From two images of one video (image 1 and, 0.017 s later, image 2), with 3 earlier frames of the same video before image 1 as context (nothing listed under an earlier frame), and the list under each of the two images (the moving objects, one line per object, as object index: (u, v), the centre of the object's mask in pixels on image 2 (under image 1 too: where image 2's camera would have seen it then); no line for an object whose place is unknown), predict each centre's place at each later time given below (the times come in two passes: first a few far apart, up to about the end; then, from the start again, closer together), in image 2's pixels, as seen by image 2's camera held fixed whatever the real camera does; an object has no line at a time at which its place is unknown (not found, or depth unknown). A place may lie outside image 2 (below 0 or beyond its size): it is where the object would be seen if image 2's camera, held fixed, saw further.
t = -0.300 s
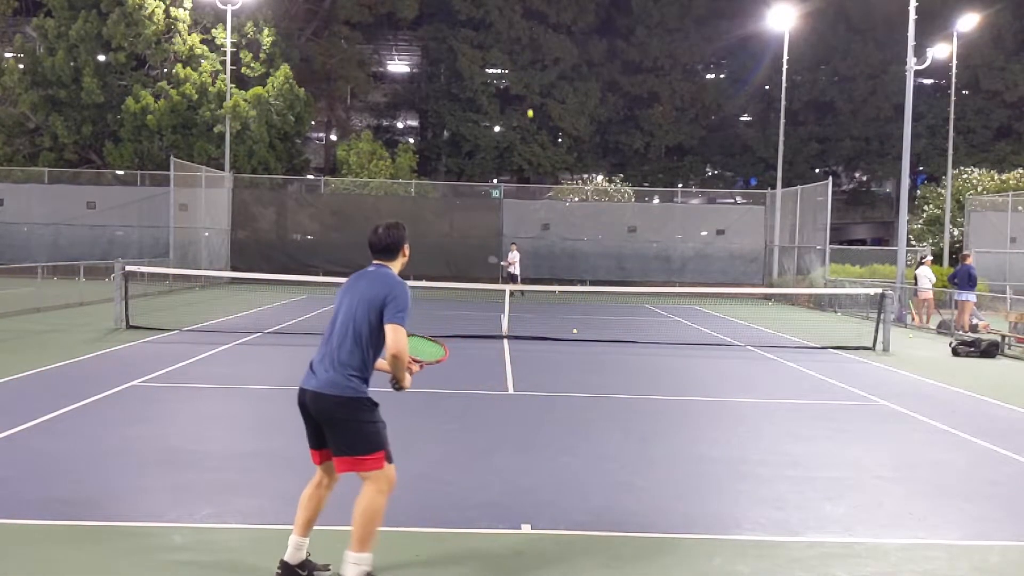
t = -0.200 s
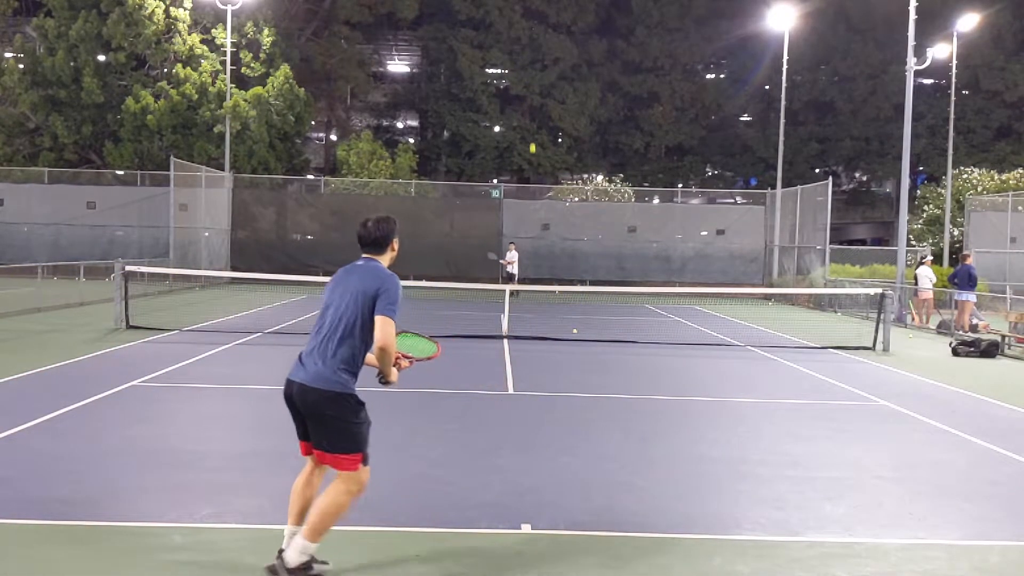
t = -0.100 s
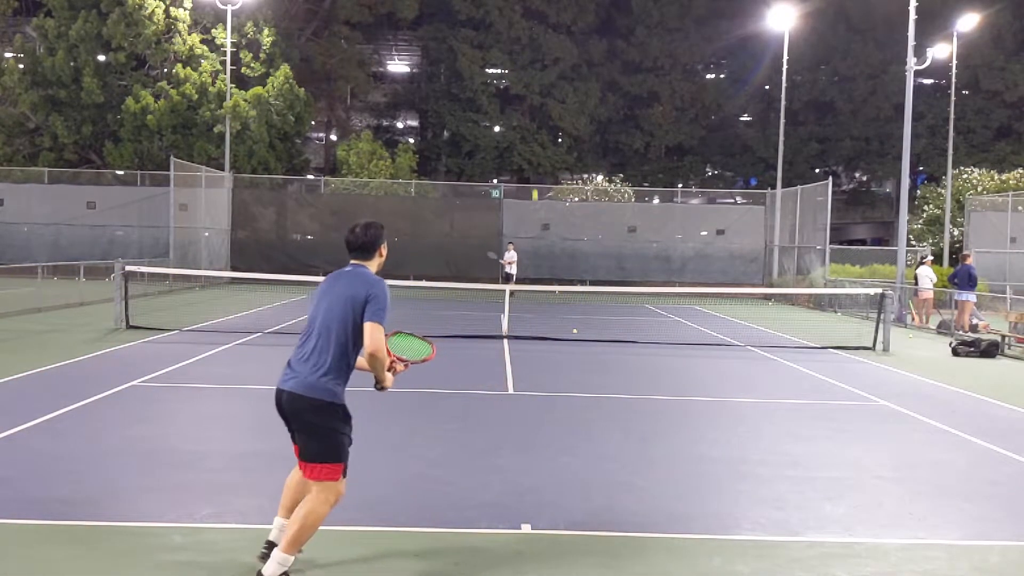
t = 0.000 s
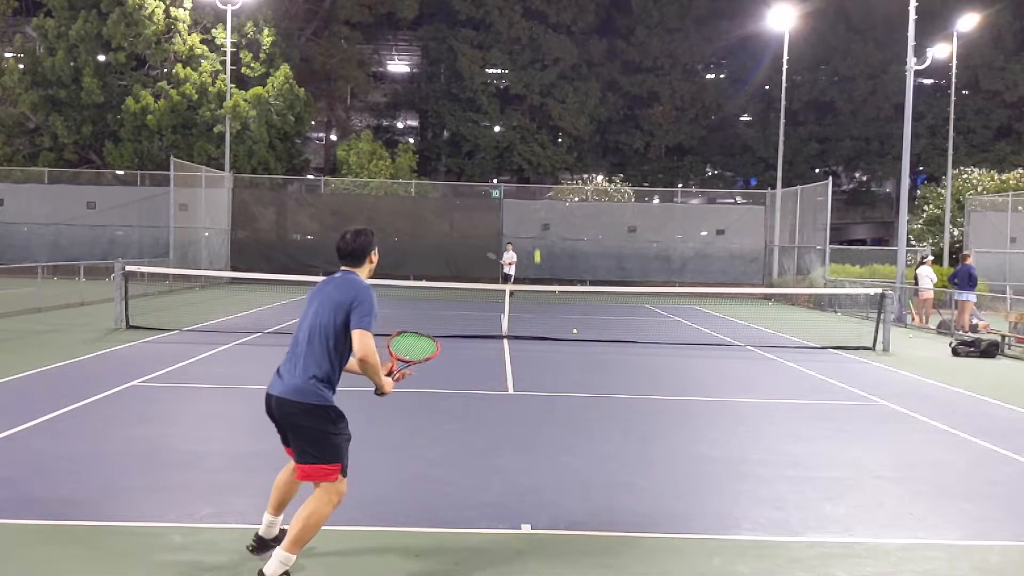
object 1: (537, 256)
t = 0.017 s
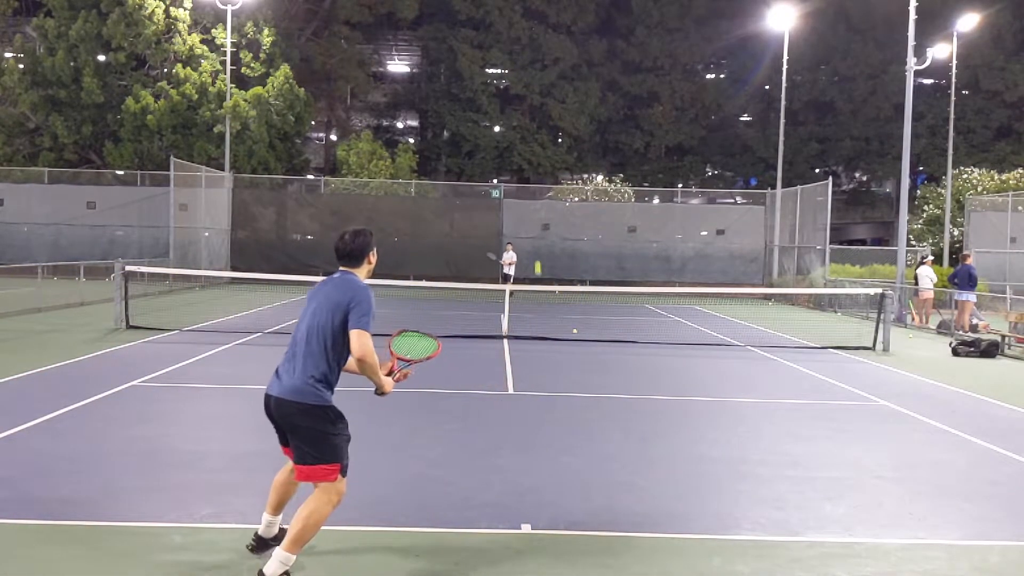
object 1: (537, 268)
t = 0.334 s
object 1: (549, 316)
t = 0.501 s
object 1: (557, 235)
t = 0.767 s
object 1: (572, 155)
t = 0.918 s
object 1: (580, 145)
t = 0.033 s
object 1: (538, 279)
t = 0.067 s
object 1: (539, 306)
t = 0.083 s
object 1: (539, 320)
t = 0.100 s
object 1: (540, 334)
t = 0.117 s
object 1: (540, 350)
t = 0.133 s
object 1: (541, 366)
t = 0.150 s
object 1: (541, 382)
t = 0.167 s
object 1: (541, 399)
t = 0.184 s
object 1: (542, 405)
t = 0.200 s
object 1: (543, 395)
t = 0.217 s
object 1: (544, 384)
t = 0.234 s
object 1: (544, 374)
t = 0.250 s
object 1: (545, 364)
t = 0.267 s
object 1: (546, 354)
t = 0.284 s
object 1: (547, 344)
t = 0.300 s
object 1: (548, 334)
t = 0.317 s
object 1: (548, 325)
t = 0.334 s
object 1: (549, 316)
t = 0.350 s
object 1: (550, 307)
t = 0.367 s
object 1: (551, 297)
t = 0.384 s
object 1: (552, 289)
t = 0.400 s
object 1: (552, 280)
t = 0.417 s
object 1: (553, 273)
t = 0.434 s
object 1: (553, 265)
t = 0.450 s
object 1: (555, 257)
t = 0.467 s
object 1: (556, 249)
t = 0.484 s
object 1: (556, 242)
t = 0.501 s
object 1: (557, 235)
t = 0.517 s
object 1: (558, 228)
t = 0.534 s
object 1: (559, 221)
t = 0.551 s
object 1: (560, 215)
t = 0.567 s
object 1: (561, 209)
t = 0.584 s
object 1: (562, 203)
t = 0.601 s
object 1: (563, 196)
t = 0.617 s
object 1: (563, 191)
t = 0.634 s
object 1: (565, 188)
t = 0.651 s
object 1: (565, 181)
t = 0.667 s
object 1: (566, 177)
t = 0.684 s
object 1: (567, 173)
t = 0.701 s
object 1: (568, 168)
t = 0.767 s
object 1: (572, 155)
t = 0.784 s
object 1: (573, 152)
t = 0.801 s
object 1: (574, 151)
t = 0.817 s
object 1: (575, 148)
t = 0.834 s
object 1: (576, 147)
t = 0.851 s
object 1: (577, 146)
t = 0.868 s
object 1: (577, 145)
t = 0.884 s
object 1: (578, 145)
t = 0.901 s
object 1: (579, 145)
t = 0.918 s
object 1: (580, 145)
